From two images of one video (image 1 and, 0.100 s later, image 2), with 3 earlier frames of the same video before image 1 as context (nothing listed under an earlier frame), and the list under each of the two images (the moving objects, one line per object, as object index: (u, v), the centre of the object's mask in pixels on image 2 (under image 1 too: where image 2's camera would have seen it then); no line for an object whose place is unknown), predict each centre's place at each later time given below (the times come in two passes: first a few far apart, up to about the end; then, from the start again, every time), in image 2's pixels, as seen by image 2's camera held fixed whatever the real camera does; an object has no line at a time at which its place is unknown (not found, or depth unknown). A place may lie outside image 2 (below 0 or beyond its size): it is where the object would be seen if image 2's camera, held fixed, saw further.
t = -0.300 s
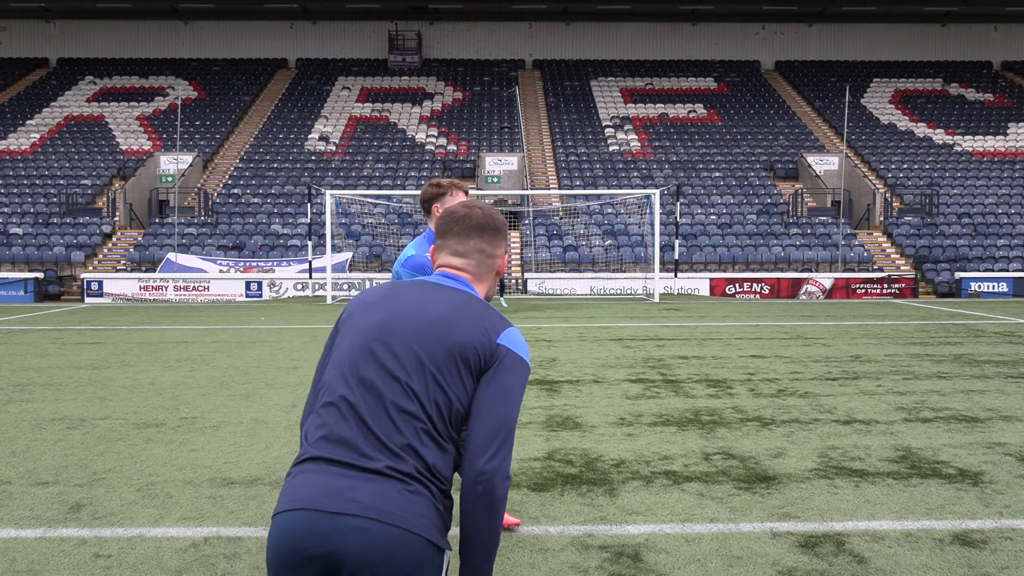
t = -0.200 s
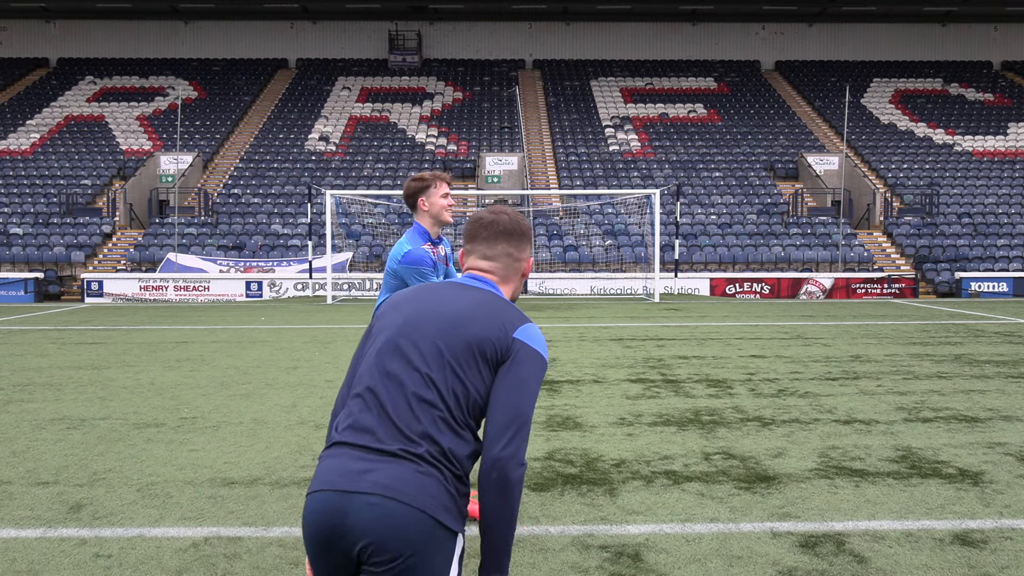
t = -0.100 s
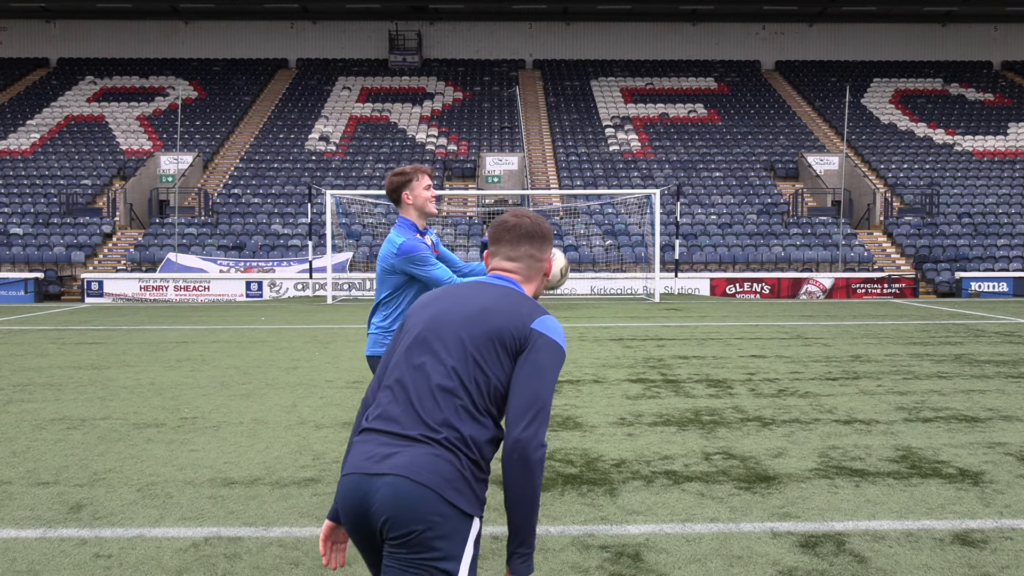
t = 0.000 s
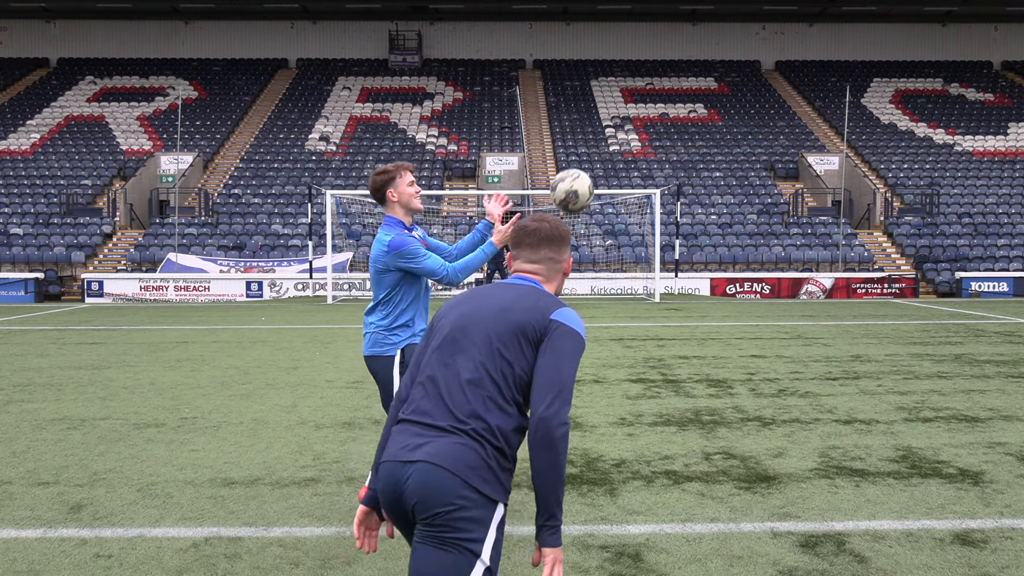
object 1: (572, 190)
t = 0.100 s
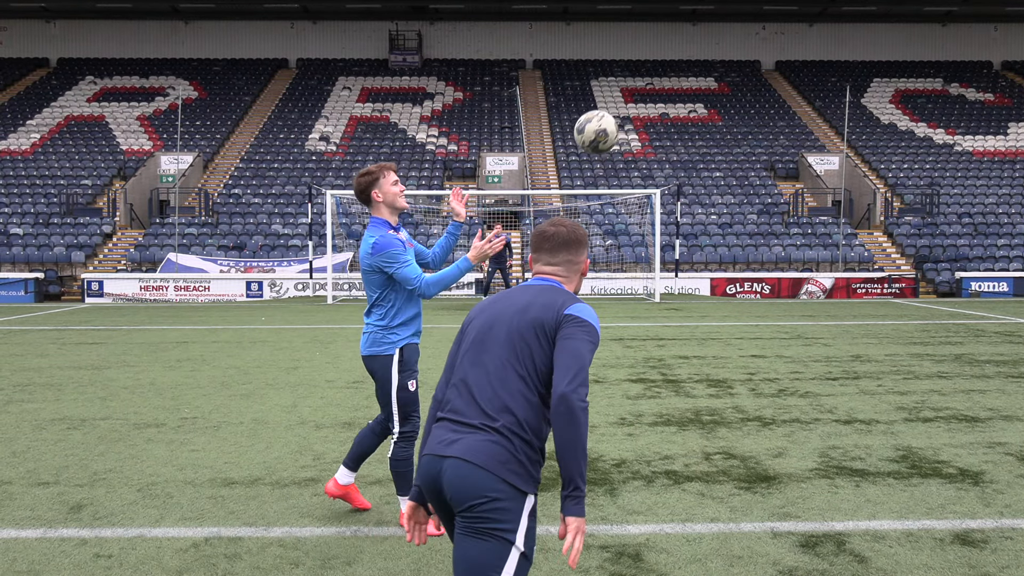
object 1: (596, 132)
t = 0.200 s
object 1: (620, 94)
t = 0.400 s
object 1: (667, 76)
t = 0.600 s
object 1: (712, 135)
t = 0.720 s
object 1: (738, 206)
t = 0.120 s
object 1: (601, 123)
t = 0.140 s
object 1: (606, 114)
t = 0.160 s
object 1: (610, 107)
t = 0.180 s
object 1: (615, 99)
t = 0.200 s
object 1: (620, 94)
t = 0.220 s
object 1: (625, 88)
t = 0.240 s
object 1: (630, 83)
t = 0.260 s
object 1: (635, 80)
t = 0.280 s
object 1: (639, 77)
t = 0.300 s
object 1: (644, 75)
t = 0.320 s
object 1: (649, 74)
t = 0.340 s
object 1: (653, 73)
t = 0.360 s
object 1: (658, 73)
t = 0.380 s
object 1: (663, 74)
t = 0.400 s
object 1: (667, 76)
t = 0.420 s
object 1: (672, 79)
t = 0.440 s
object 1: (677, 82)
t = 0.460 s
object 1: (681, 86)
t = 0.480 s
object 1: (686, 91)
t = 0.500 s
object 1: (691, 96)
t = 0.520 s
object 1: (695, 102)
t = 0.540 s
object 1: (699, 110)
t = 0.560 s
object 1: (704, 118)
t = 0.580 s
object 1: (708, 126)
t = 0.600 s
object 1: (712, 135)
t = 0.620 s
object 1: (716, 145)
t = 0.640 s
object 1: (721, 156)
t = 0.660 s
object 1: (725, 168)
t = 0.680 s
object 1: (729, 180)
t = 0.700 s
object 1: (733, 192)
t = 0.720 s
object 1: (738, 206)
